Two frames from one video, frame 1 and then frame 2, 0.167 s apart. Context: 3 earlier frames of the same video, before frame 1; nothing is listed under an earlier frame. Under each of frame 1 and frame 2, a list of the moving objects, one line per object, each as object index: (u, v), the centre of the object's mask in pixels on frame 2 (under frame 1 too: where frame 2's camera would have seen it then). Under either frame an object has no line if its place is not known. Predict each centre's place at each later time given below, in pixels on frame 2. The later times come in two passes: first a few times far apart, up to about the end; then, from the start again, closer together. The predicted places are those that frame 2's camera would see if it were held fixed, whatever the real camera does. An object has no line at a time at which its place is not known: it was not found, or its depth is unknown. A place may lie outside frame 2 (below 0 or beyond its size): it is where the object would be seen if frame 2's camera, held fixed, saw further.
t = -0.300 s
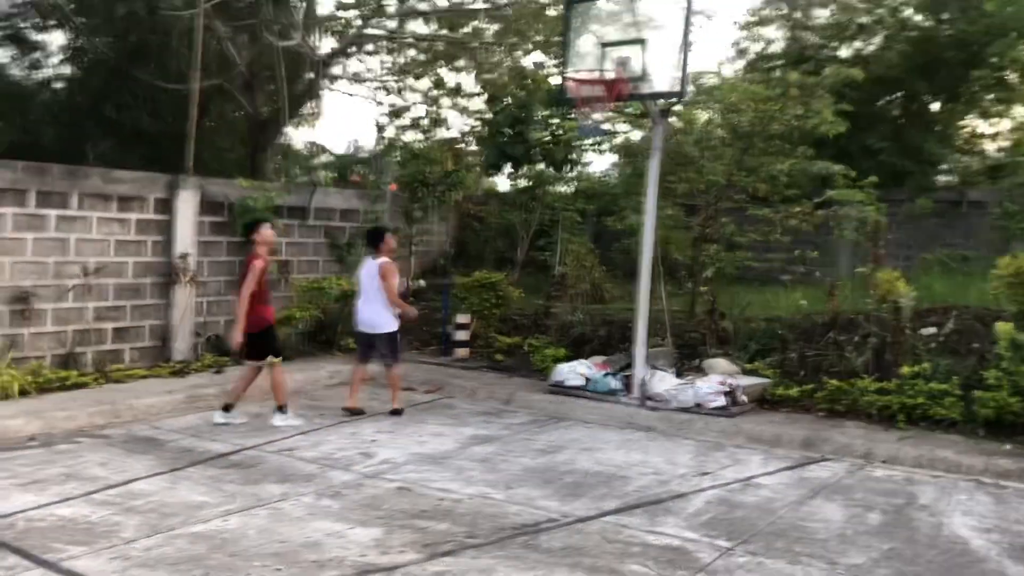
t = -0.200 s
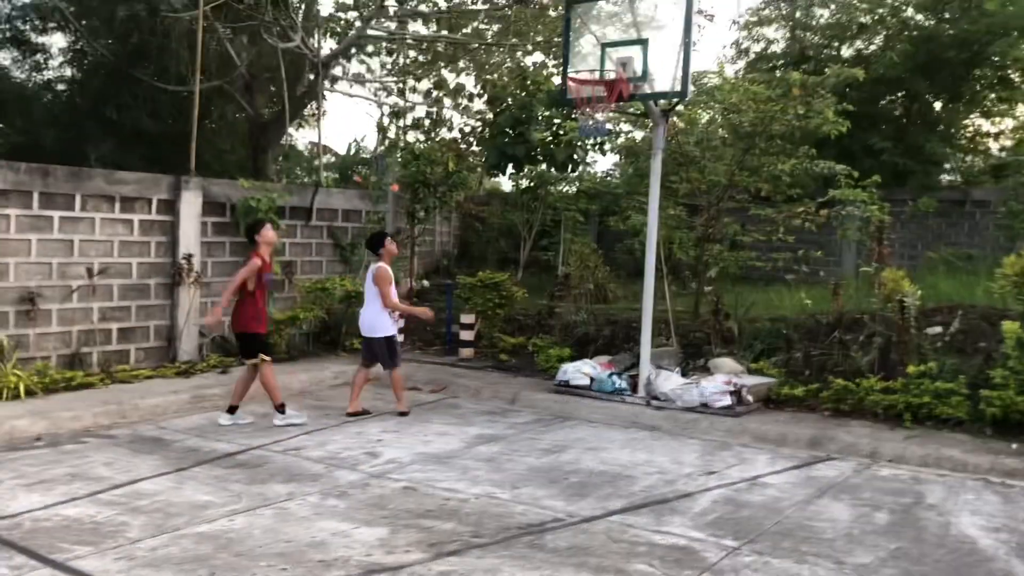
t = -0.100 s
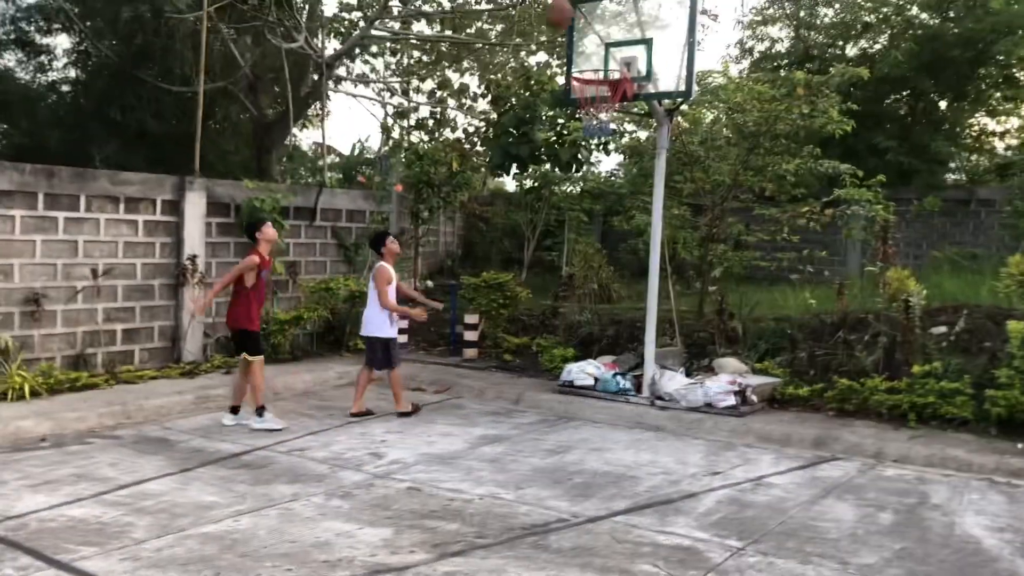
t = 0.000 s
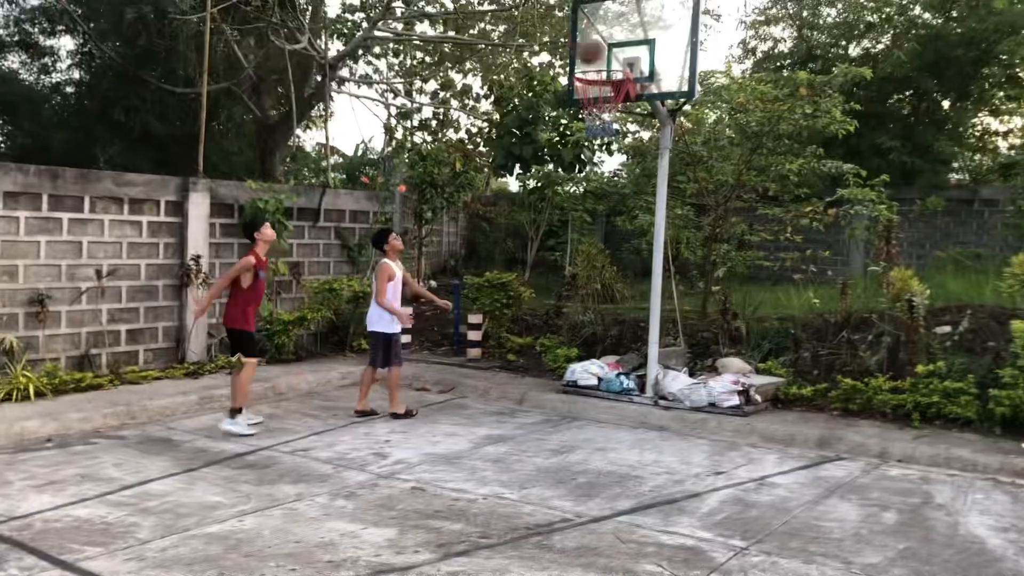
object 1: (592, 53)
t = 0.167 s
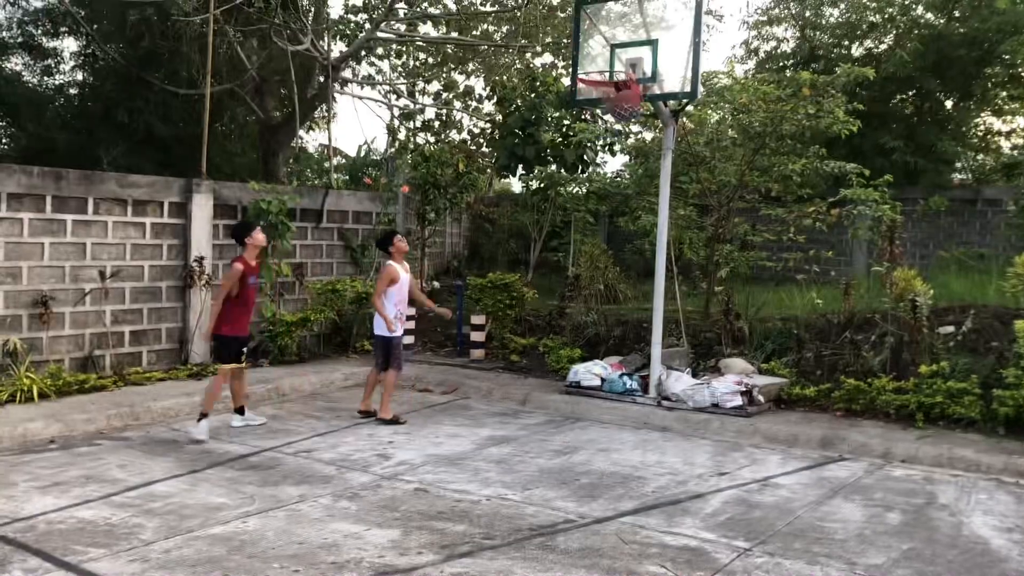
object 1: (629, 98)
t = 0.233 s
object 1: (631, 111)
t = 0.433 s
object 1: (615, 129)
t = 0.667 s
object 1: (587, 206)
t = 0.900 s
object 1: (559, 340)
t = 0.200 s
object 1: (626, 98)
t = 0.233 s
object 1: (631, 111)
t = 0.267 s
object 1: (614, 105)
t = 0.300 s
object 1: (623, 101)
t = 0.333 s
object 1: (627, 109)
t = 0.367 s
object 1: (618, 128)
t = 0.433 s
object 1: (615, 129)
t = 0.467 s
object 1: (611, 141)
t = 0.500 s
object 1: (608, 145)
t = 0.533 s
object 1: (602, 155)
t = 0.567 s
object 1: (598, 167)
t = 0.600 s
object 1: (595, 178)
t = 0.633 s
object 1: (592, 191)
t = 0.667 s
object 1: (587, 206)
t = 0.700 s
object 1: (583, 222)
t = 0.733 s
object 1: (580, 239)
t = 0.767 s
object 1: (575, 257)
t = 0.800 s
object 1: (571, 276)
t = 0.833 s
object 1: (568, 295)
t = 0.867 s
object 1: (563, 319)
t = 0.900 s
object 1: (559, 340)
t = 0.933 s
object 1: (555, 365)
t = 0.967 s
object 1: (550, 393)
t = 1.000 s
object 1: (546, 404)
